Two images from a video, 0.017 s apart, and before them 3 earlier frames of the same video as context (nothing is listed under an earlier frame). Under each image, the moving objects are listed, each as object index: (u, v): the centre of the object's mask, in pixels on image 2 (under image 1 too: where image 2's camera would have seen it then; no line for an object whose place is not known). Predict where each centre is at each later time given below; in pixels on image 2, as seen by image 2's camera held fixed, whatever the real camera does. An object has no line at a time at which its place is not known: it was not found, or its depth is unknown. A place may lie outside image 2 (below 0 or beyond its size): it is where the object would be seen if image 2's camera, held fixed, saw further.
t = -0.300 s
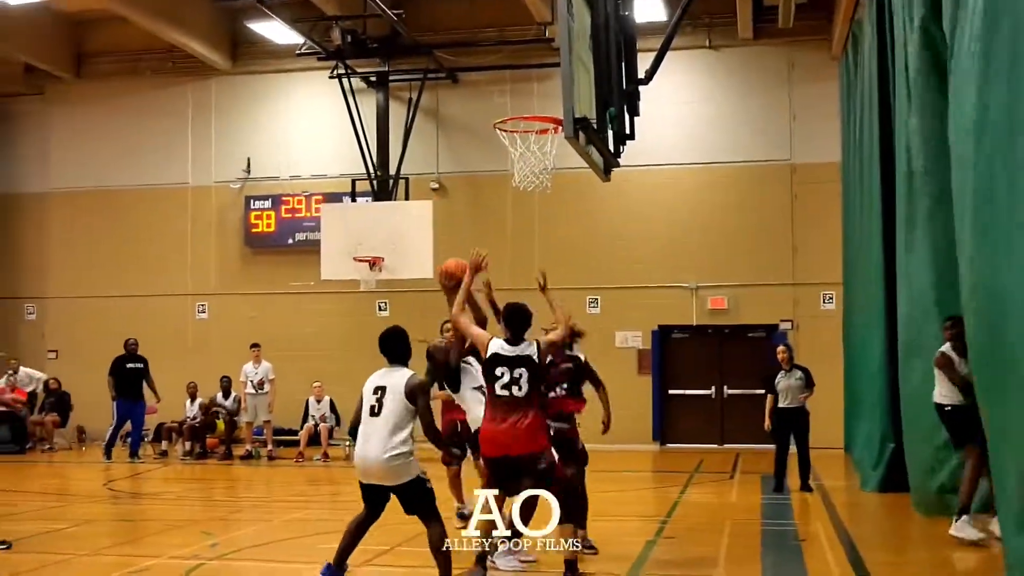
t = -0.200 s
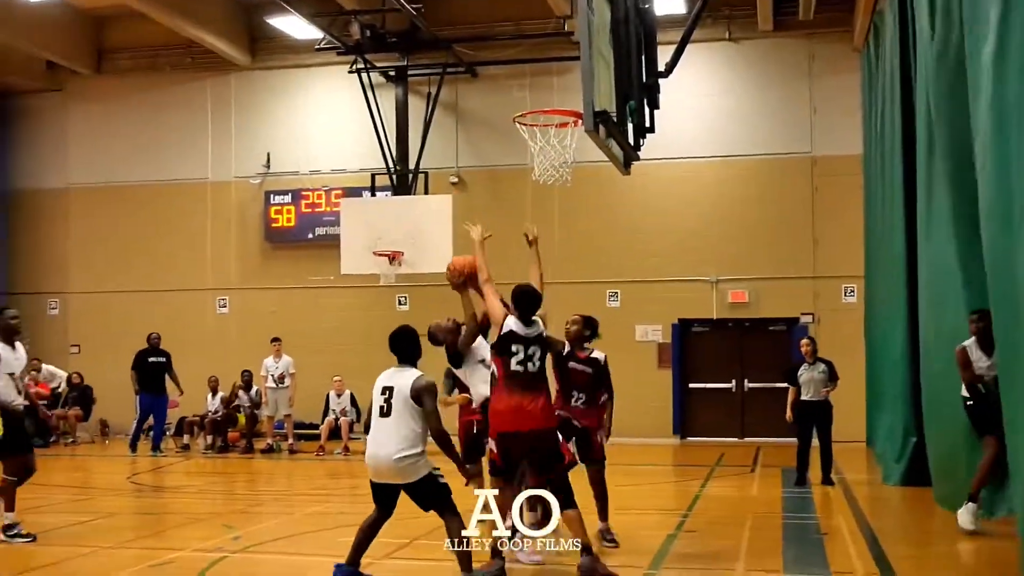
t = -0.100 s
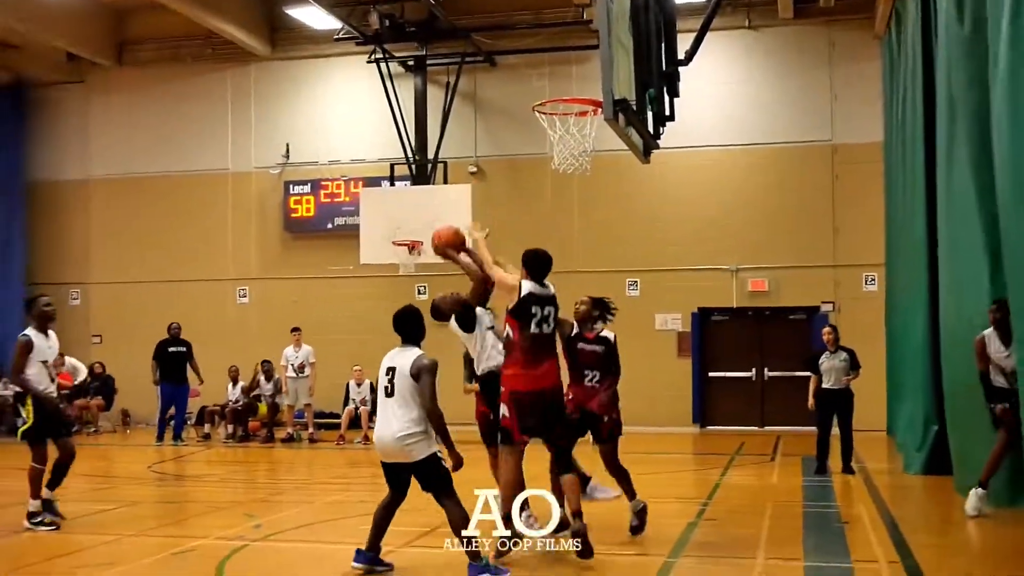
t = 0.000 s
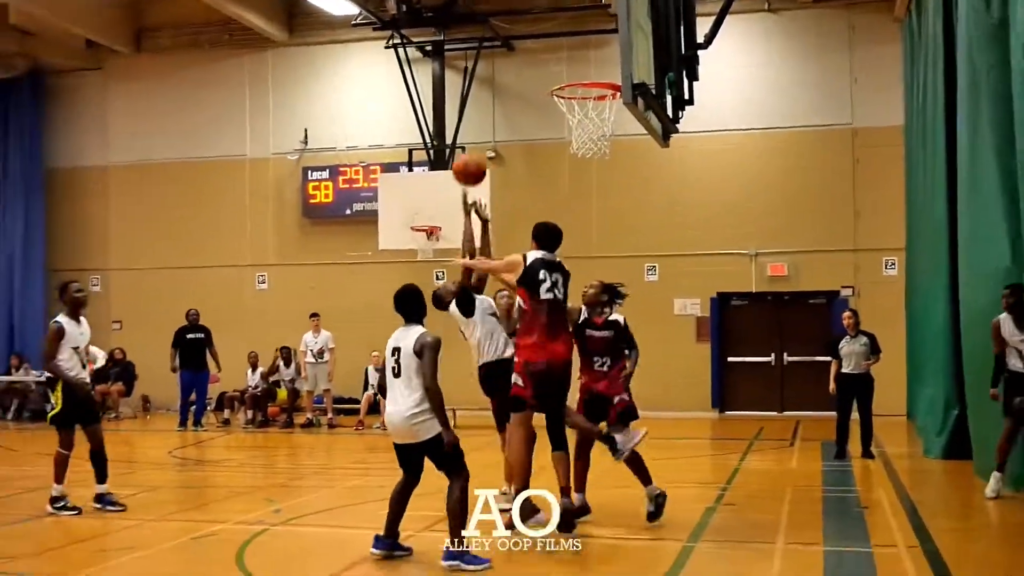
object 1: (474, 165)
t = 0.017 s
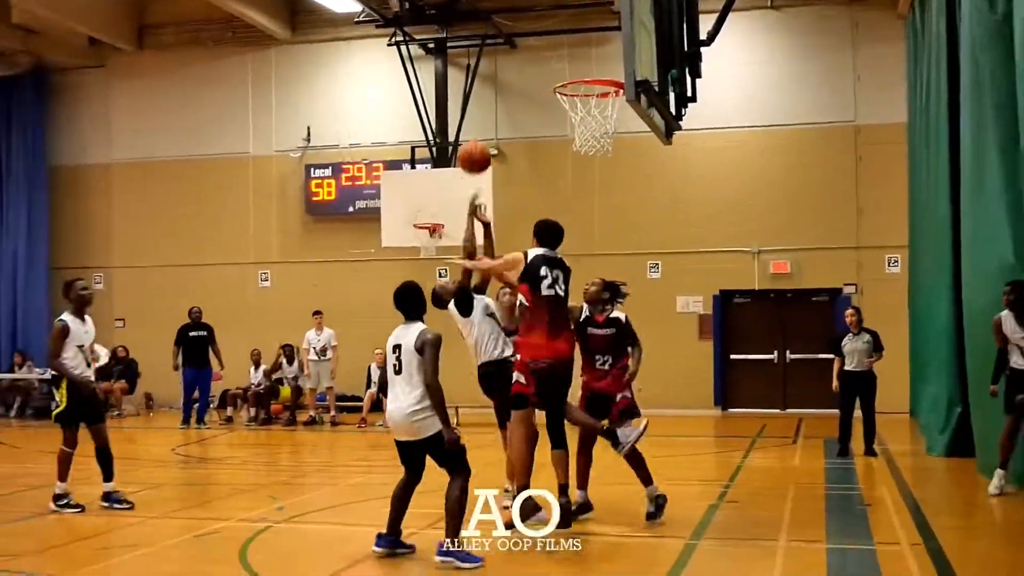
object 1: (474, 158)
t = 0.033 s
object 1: (476, 149)
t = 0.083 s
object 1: (484, 123)
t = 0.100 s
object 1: (485, 116)
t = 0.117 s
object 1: (488, 108)
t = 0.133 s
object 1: (490, 102)
